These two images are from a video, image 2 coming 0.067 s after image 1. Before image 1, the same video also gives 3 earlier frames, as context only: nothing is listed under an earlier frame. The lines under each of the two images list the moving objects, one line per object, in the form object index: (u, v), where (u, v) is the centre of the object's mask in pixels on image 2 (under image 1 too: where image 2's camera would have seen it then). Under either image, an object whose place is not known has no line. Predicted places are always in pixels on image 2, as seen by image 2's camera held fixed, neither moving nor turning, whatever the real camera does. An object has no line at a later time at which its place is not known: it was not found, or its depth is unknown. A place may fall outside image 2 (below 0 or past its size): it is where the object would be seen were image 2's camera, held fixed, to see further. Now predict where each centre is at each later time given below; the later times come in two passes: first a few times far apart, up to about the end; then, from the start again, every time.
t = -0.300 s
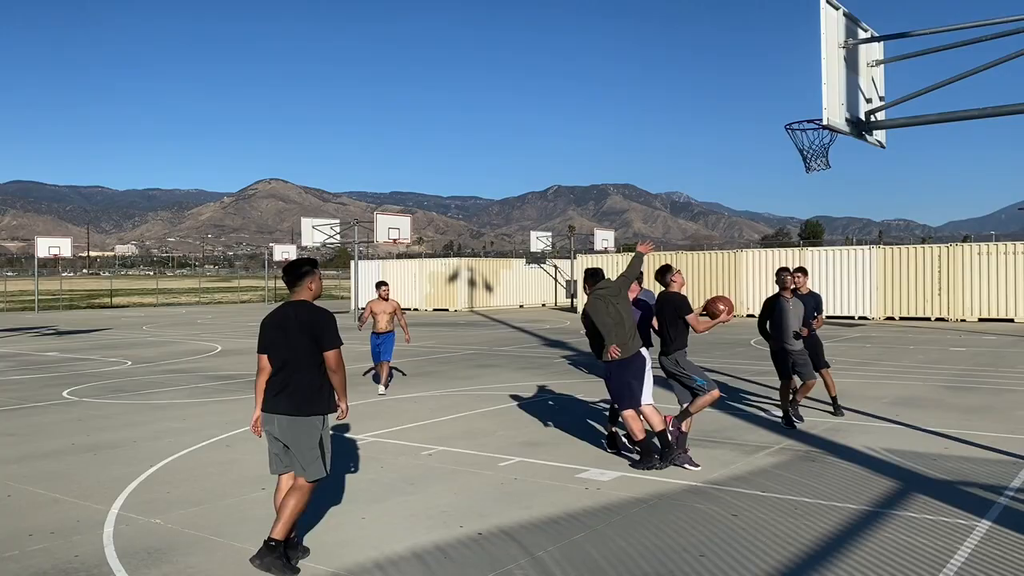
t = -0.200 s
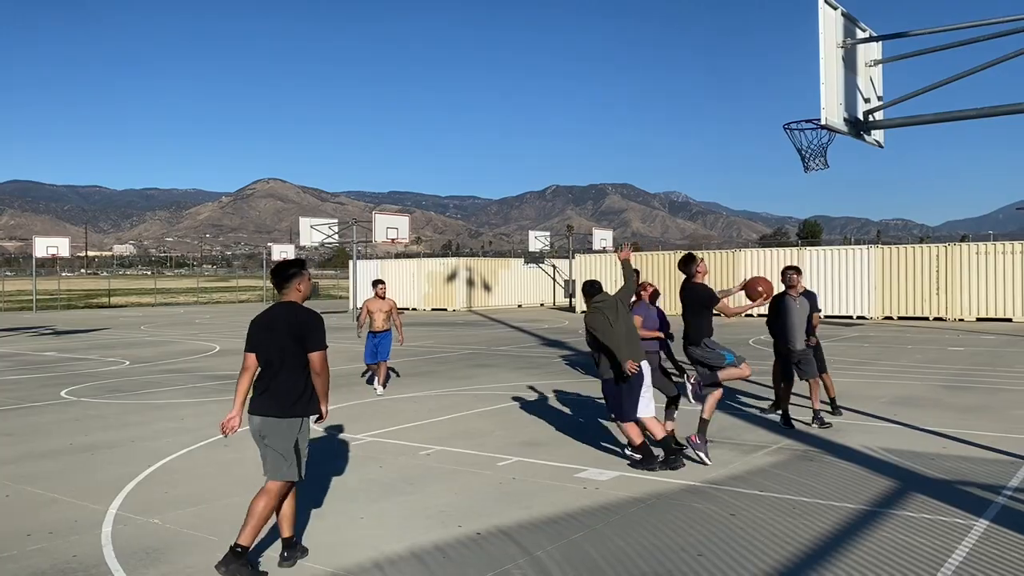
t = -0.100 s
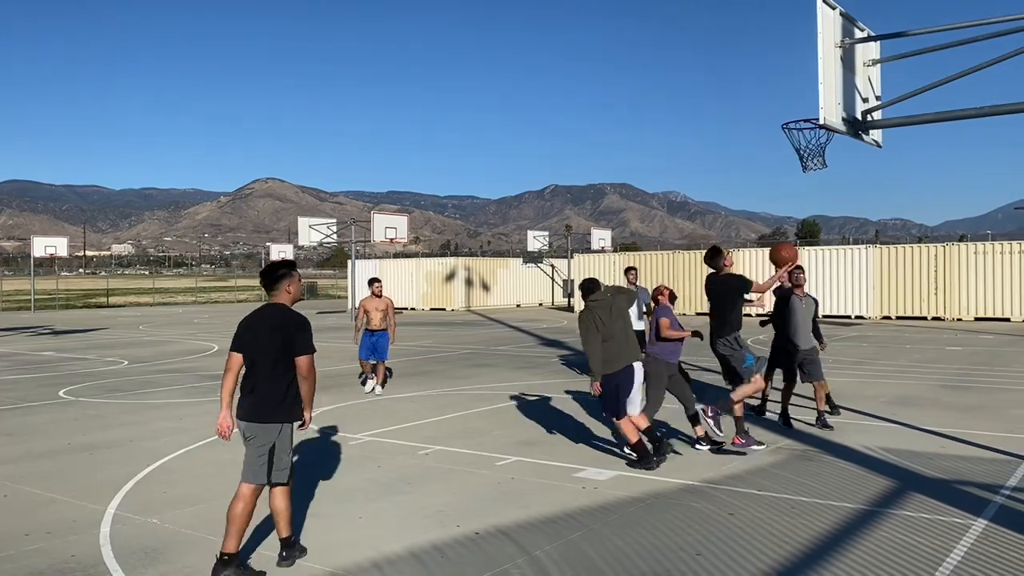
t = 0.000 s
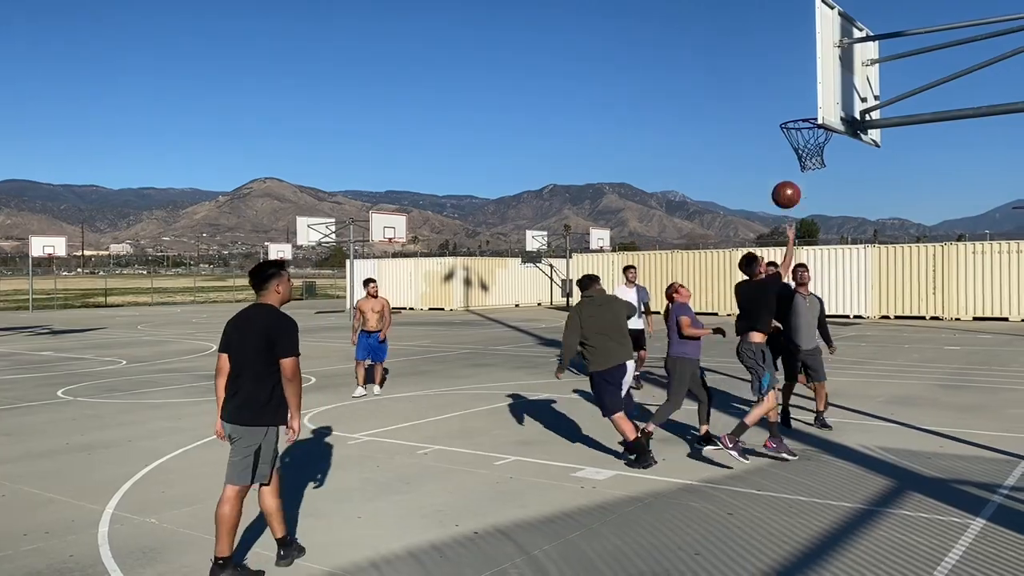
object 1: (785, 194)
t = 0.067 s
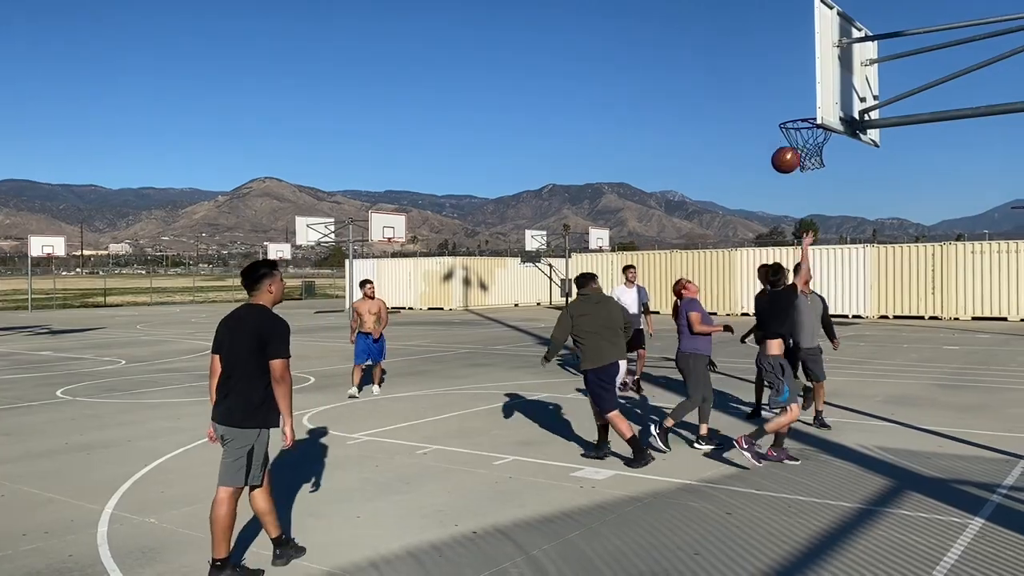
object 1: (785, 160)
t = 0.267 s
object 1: (787, 87)
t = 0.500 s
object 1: (788, 59)
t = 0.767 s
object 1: (790, 99)
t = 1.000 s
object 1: (780, 82)
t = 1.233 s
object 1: (768, 105)
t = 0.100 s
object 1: (786, 144)
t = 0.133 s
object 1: (786, 130)
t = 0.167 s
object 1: (786, 117)
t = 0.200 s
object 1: (786, 106)
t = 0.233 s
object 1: (786, 96)
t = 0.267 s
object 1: (787, 87)
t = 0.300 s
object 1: (787, 79)
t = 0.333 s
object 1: (787, 73)
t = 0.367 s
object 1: (787, 68)
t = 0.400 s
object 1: (788, 64)
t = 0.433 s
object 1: (788, 61)
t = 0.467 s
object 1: (788, 60)
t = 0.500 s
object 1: (788, 59)
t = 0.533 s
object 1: (788, 60)
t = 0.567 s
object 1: (789, 62)
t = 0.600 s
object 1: (789, 65)
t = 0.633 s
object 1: (789, 69)
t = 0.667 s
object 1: (790, 75)
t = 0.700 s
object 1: (790, 82)
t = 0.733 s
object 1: (790, 90)
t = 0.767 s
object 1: (790, 99)
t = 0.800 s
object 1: (791, 108)
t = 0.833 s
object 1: (789, 102)
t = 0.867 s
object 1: (788, 96)
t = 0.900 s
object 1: (786, 90)
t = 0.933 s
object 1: (784, 86)
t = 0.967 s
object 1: (782, 84)
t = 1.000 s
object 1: (780, 82)
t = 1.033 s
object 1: (779, 82)
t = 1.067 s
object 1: (777, 83)
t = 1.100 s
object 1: (775, 85)
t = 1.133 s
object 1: (773, 88)
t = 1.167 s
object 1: (772, 92)
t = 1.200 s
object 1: (770, 98)
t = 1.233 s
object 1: (768, 105)
